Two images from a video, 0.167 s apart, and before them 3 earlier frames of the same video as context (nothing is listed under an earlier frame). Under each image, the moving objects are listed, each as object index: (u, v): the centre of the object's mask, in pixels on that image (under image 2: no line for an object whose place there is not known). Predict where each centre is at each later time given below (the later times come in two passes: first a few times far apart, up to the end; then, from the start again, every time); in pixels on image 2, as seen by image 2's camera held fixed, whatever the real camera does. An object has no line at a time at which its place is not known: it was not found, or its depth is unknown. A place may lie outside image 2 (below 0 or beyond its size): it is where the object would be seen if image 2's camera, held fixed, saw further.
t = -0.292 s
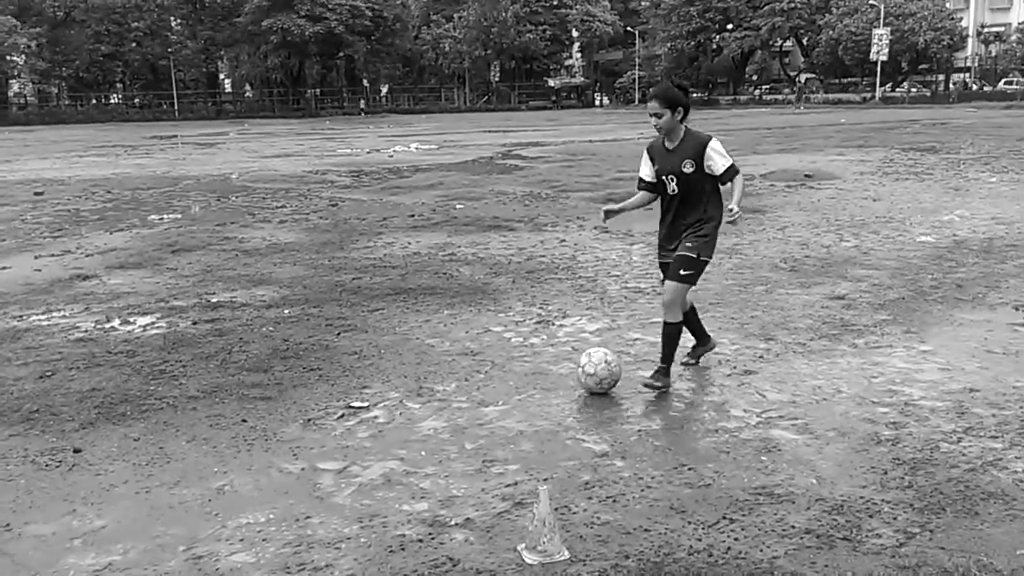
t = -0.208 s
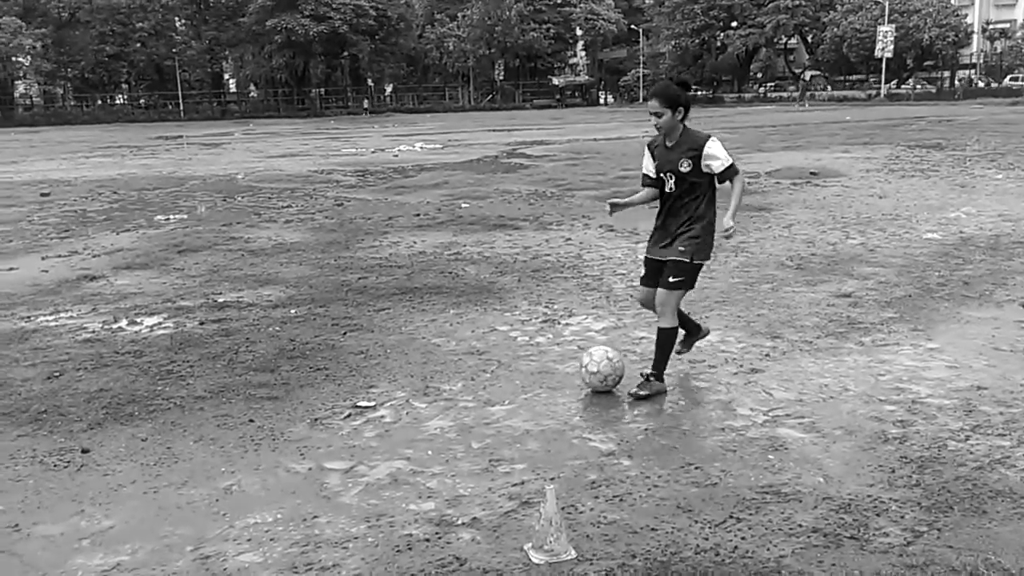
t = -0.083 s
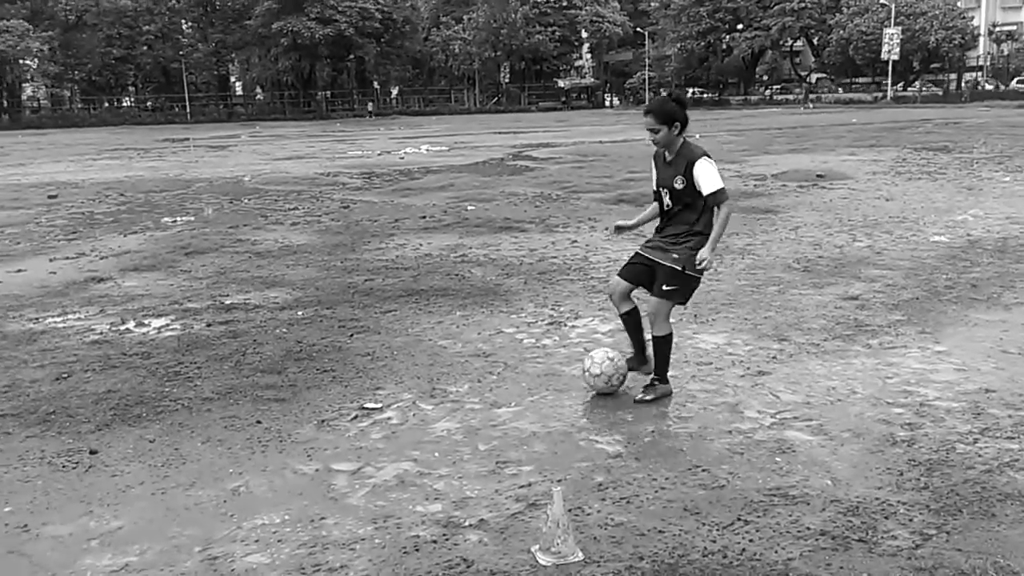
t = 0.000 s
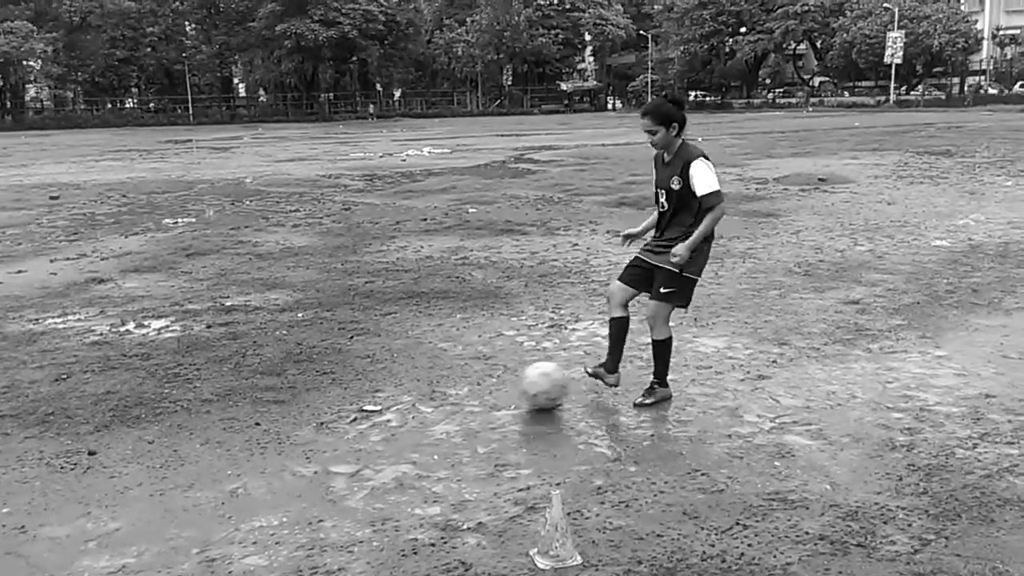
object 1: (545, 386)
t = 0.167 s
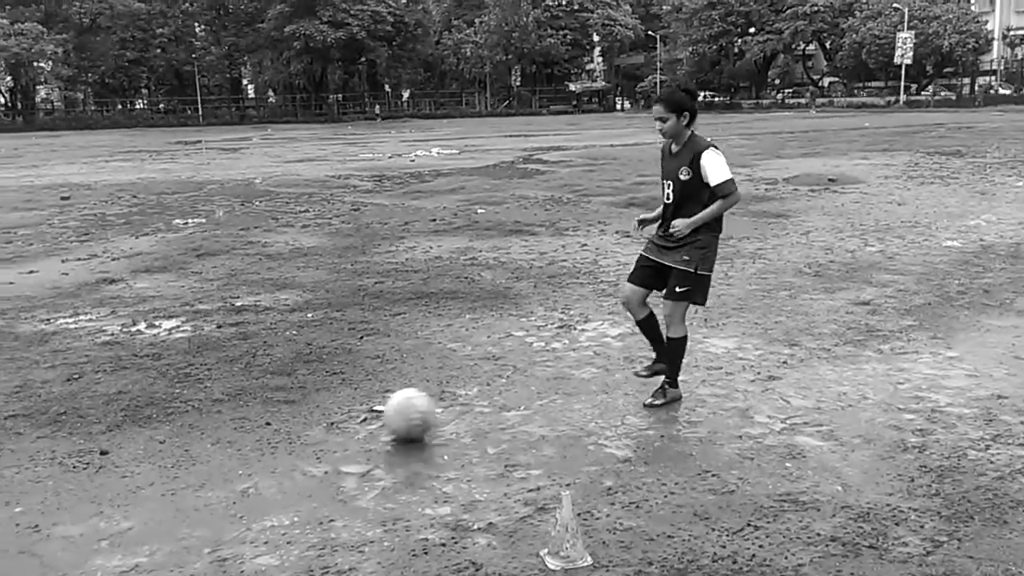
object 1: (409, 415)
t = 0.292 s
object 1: (313, 434)
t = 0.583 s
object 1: (80, 476)
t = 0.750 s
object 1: (-53, 502)
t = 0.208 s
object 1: (377, 420)
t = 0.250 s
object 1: (345, 426)
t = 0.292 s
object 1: (313, 434)
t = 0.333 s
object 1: (282, 439)
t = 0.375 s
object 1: (251, 444)
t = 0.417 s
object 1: (217, 451)
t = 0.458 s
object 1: (184, 456)
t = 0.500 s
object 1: (149, 461)
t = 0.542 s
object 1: (115, 471)
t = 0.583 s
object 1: (80, 476)
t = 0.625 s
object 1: (42, 483)
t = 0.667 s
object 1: (3, 489)
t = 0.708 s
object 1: (-31, 498)
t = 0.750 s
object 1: (-53, 502)
